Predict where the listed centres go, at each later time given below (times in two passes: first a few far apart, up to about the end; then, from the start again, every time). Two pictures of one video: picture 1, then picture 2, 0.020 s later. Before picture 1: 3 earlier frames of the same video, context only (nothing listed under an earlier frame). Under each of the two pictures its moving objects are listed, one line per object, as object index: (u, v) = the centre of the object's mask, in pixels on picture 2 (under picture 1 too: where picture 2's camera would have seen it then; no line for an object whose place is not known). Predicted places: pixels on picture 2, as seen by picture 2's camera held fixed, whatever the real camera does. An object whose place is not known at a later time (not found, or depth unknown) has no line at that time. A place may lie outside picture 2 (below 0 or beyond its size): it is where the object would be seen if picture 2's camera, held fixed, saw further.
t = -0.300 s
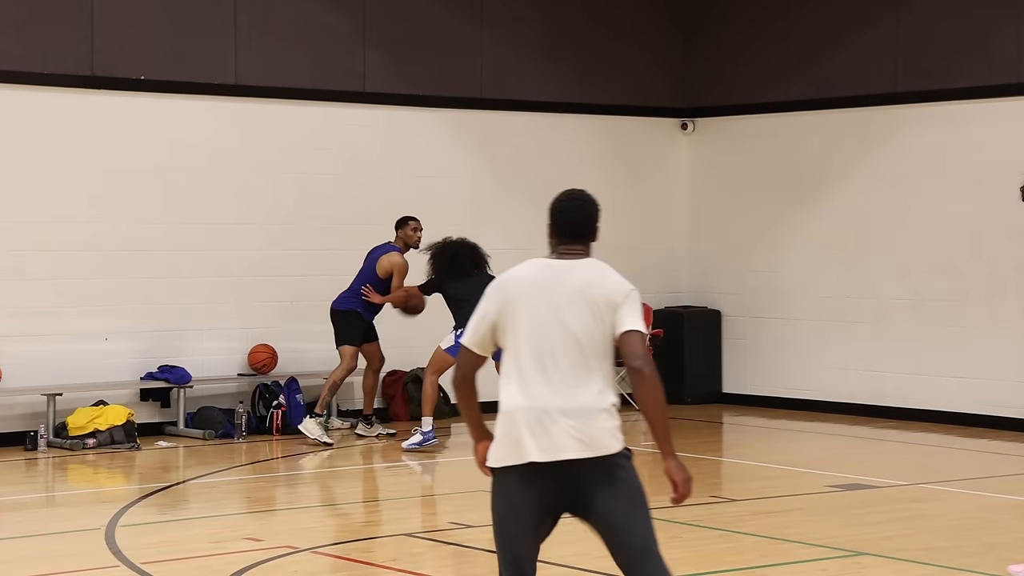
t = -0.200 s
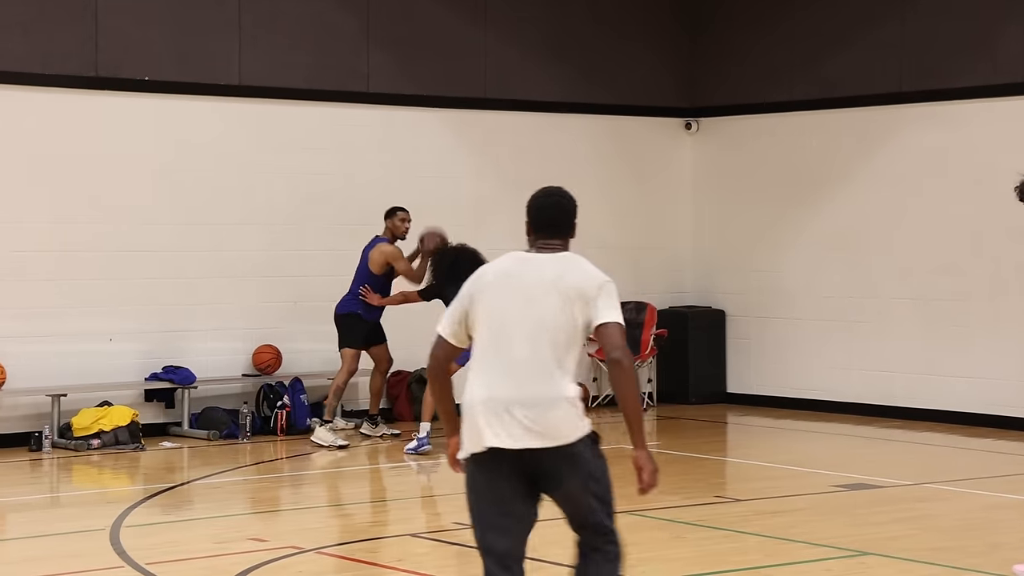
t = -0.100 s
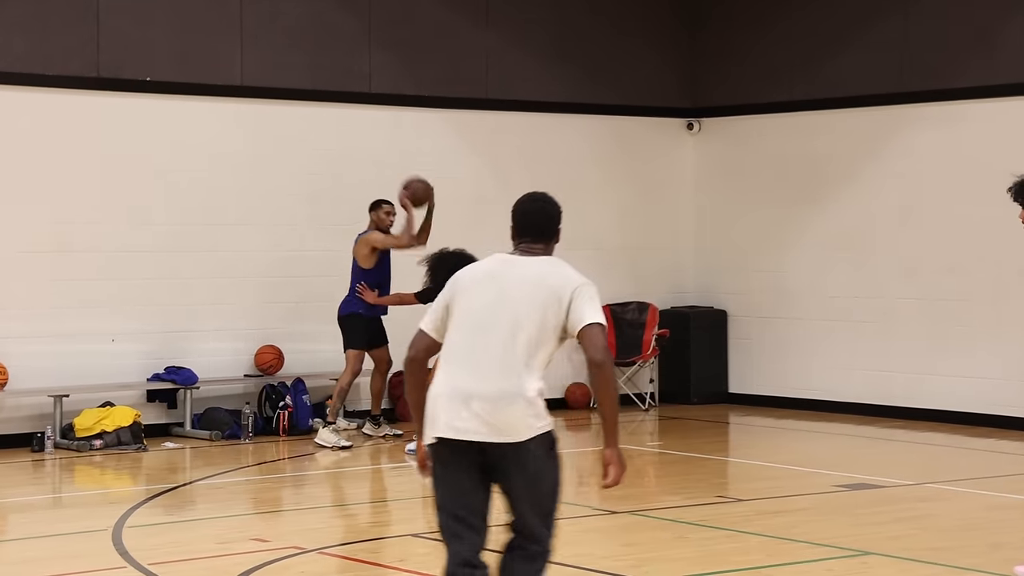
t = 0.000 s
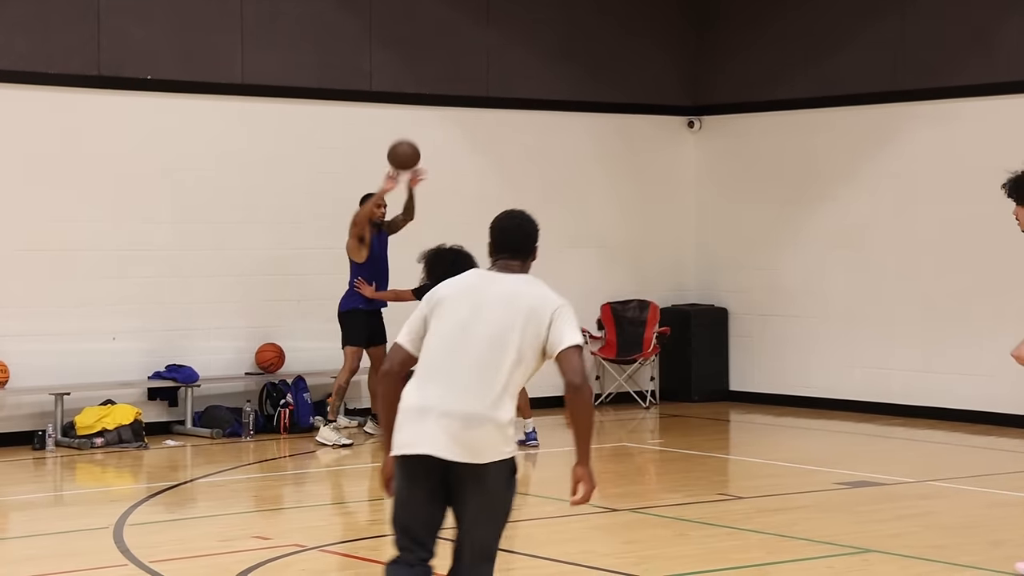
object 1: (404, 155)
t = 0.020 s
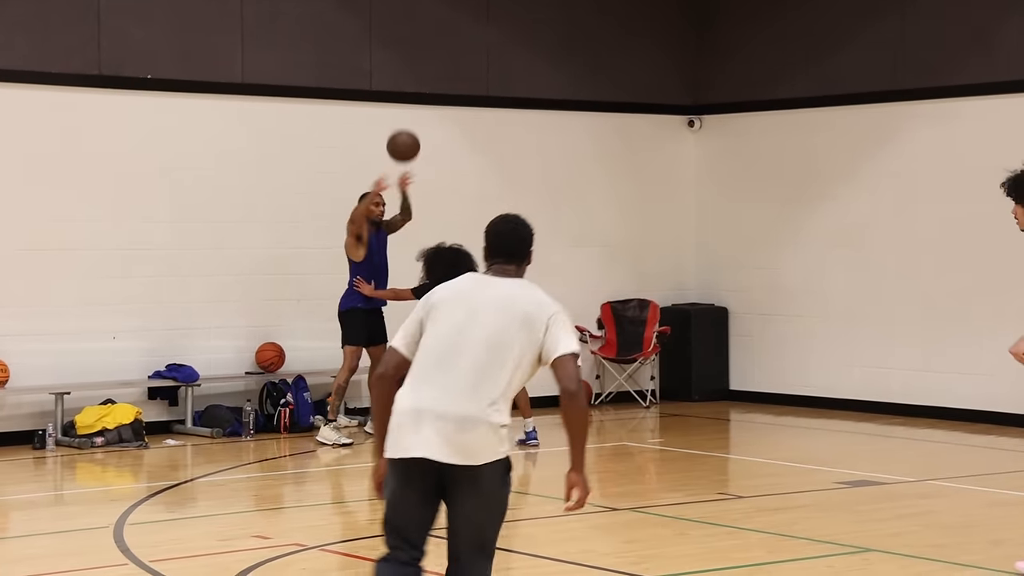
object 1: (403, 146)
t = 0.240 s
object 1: (395, 70)
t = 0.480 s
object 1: (380, 52)
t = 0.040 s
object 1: (402, 137)
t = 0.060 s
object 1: (402, 129)
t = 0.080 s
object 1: (401, 121)
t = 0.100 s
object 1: (400, 113)
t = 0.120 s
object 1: (400, 106)
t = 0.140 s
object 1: (399, 99)
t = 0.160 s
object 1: (399, 92)
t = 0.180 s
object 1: (398, 86)
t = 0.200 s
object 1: (398, 81)
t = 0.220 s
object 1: (396, 75)
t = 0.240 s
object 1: (395, 70)
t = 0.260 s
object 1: (394, 65)
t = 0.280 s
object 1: (393, 61)
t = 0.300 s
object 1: (392, 57)
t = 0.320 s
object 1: (391, 54)
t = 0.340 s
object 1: (391, 53)
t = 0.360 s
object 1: (389, 50)
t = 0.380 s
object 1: (388, 48)
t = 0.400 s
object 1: (387, 48)
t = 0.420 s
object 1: (385, 48)
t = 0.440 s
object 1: (383, 48)
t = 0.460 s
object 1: (381, 49)
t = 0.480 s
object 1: (380, 52)
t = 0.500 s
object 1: (378, 55)
